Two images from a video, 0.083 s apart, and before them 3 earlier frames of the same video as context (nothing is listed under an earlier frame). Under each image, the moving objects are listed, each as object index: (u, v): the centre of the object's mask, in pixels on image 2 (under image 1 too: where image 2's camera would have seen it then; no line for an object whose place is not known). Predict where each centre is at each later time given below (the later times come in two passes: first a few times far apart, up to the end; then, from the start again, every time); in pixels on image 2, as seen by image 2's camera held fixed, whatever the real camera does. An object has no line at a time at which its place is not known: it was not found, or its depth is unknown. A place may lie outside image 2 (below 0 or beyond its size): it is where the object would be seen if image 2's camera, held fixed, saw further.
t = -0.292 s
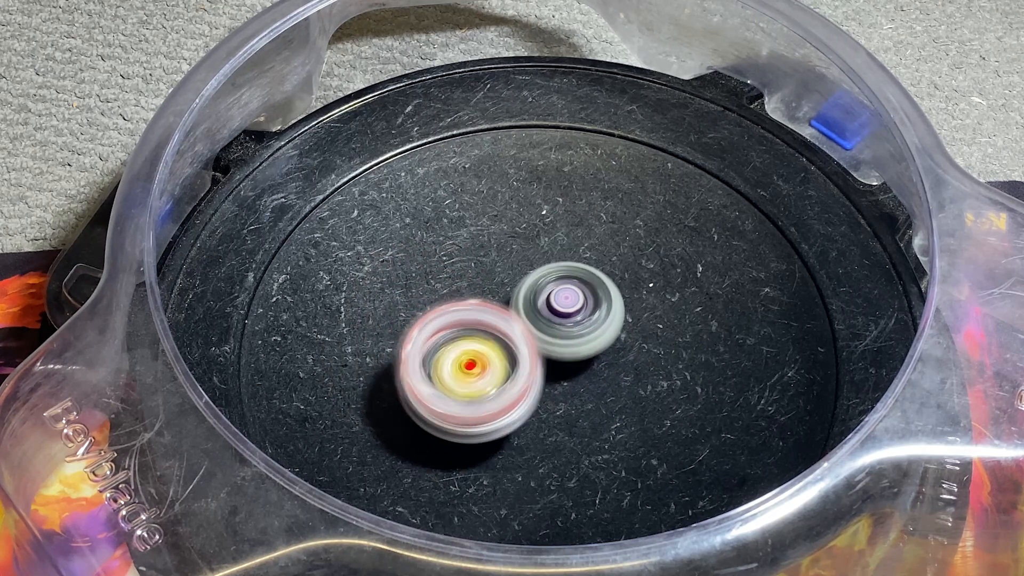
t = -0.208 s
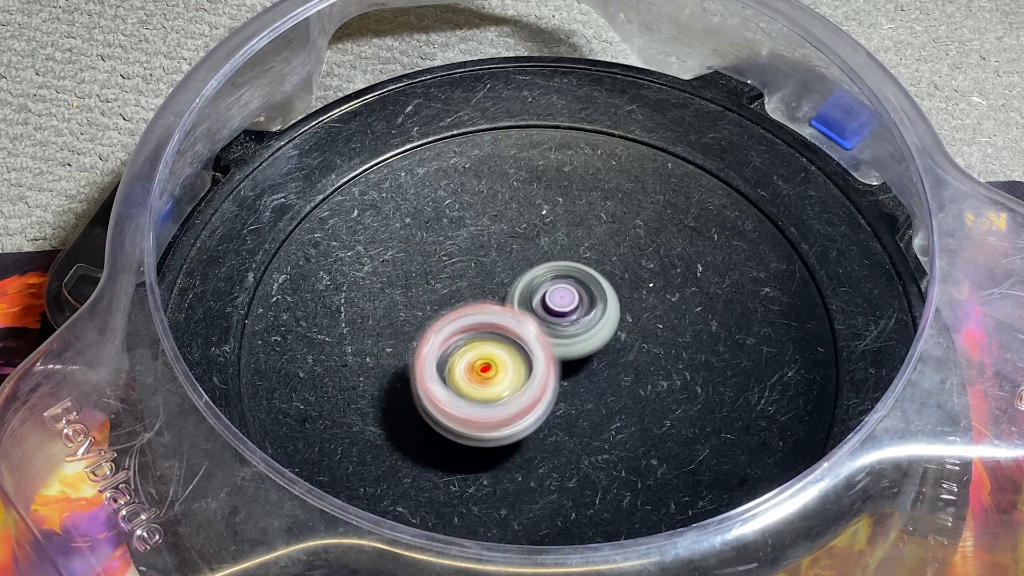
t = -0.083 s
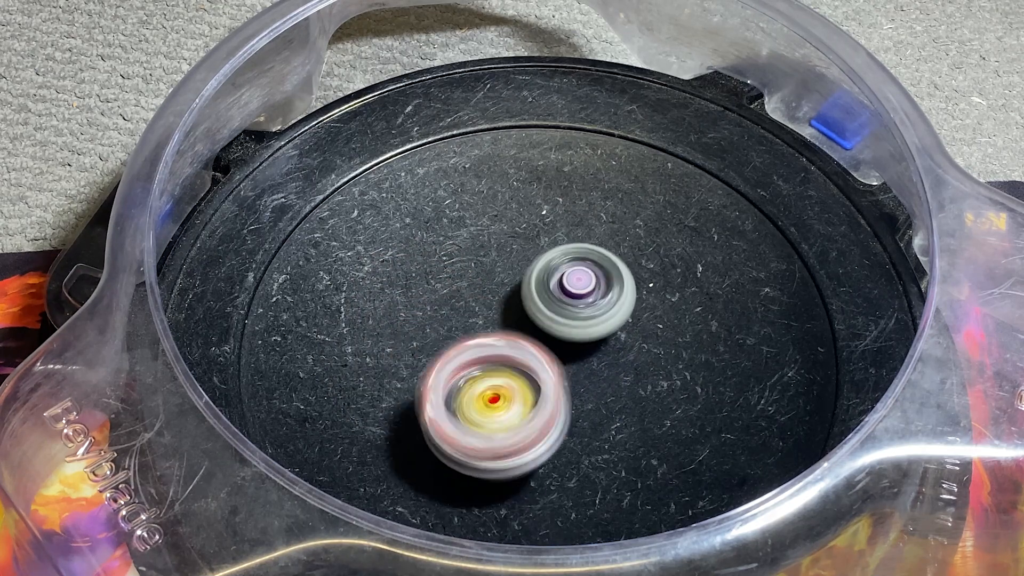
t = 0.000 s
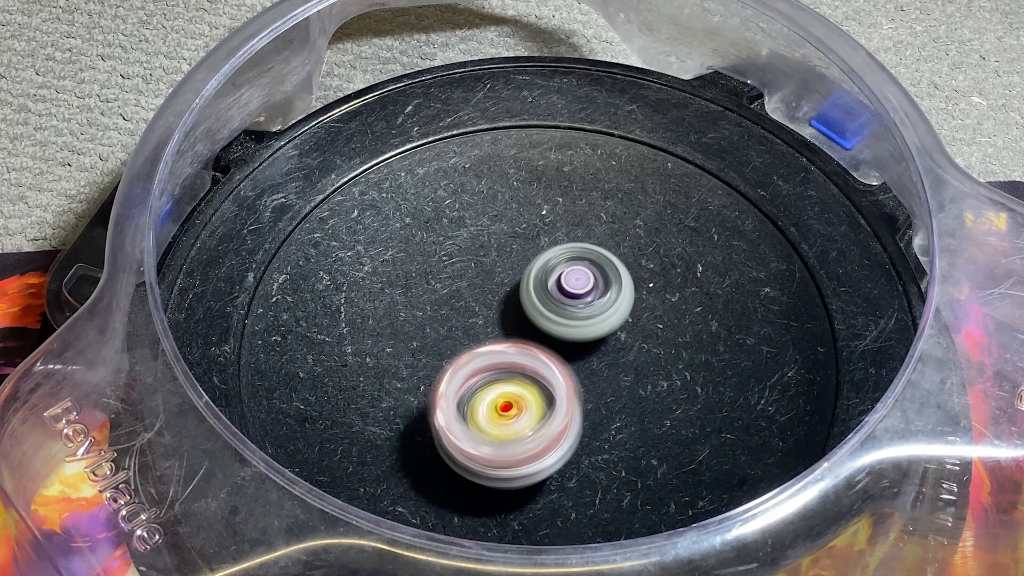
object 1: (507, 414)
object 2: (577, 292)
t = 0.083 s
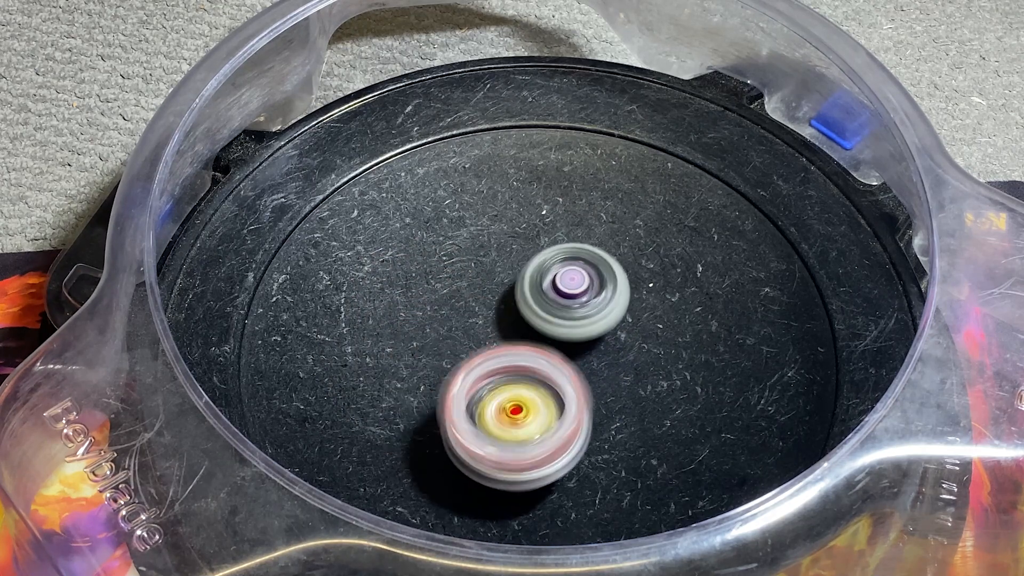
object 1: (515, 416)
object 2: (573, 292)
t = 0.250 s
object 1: (534, 417)
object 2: (563, 296)
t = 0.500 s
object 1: (561, 405)
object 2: (548, 304)
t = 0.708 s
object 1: (580, 397)
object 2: (532, 307)
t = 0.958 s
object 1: (599, 390)
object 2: (514, 319)
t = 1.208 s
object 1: (636, 398)
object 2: (509, 316)
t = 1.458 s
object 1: (638, 383)
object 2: (503, 332)
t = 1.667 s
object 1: (633, 361)
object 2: (494, 336)
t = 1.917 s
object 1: (626, 332)
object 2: (487, 336)
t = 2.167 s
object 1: (619, 281)
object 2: (475, 337)
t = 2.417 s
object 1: (606, 263)
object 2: (483, 338)
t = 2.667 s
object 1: (598, 254)
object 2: (500, 341)
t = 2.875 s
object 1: (601, 244)
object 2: (509, 352)
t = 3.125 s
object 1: (587, 246)
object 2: (535, 358)
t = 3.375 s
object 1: (577, 238)
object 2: (544, 381)
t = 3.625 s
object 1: (555, 246)
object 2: (565, 374)
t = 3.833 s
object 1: (515, 246)
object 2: (572, 398)
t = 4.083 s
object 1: (480, 257)
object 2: (581, 393)
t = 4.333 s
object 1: (466, 271)
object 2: (573, 378)
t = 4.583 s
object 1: (452, 283)
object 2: (561, 359)
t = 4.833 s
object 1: (423, 279)
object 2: (563, 347)
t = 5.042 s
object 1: (417, 284)
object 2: (552, 329)
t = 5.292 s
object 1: (423, 293)
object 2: (563, 316)
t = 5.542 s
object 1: (450, 321)
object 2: (570, 306)
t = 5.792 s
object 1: (469, 366)
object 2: (588, 297)
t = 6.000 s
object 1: (489, 379)
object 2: (580, 302)
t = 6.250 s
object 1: (492, 404)
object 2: (572, 306)
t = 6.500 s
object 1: (505, 413)
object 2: (552, 312)
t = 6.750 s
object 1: (512, 407)
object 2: (526, 308)
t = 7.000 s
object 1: (529, 403)
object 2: (503, 308)
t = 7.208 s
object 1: (557, 453)
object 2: (503, 276)
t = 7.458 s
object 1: (601, 456)
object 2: (496, 267)
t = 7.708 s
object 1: (606, 391)
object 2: (500, 281)
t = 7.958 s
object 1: (620, 345)
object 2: (468, 268)
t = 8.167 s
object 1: (621, 335)
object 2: (462, 295)
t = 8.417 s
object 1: (614, 330)
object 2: (444, 321)
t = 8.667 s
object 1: (634, 321)
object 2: (412, 338)
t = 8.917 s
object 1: (583, 318)
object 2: (428, 365)
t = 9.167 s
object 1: (557, 308)
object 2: (453, 385)
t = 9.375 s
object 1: (577, 296)
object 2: (486, 391)
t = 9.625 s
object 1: (597, 291)
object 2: (523, 397)
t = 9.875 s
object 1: (620, 279)
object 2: (531, 418)
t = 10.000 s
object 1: (610, 274)
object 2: (540, 419)
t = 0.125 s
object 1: (520, 417)
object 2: (570, 293)
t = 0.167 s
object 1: (524, 418)
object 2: (568, 294)
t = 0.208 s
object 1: (529, 417)
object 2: (566, 295)
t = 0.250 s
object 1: (534, 417)
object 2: (563, 296)
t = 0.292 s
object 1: (539, 416)
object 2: (561, 298)
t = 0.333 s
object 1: (544, 415)
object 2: (558, 299)
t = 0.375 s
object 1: (548, 413)
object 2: (556, 300)
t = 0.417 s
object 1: (553, 410)
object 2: (553, 301)
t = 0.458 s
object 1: (556, 408)
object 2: (550, 303)
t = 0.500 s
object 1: (561, 405)
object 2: (548, 304)
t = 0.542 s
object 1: (564, 401)
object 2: (544, 304)
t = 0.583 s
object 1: (568, 403)
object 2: (540, 303)
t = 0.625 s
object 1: (571, 402)
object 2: (538, 304)
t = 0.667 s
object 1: (576, 400)
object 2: (536, 305)
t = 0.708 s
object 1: (580, 397)
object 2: (532, 307)
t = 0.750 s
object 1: (584, 397)
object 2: (529, 309)
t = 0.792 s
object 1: (585, 396)
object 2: (525, 310)
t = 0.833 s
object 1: (589, 394)
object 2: (522, 311)
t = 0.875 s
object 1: (593, 393)
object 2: (520, 314)
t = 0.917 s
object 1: (596, 390)
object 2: (517, 317)
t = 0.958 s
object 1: (599, 390)
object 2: (514, 319)
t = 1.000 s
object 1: (602, 391)
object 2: (512, 319)
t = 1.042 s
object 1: (612, 398)
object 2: (510, 315)
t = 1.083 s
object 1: (626, 401)
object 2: (509, 310)
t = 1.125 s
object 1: (630, 402)
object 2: (510, 310)
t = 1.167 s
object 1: (633, 400)
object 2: (510, 313)
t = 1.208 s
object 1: (636, 398)
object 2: (509, 316)
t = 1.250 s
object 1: (638, 397)
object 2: (507, 319)
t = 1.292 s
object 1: (639, 395)
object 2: (505, 322)
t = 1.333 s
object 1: (640, 392)
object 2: (504, 324)
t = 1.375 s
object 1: (640, 390)
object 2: (503, 327)
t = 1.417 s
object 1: (639, 387)
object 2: (503, 329)
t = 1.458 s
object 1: (638, 383)
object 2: (503, 332)
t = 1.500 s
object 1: (637, 379)
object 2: (504, 334)
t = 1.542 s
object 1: (635, 375)
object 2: (504, 336)
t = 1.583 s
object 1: (631, 370)
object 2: (504, 338)
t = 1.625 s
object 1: (626, 363)
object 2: (503, 339)
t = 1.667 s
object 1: (633, 361)
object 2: (494, 336)
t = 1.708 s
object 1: (633, 360)
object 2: (490, 333)
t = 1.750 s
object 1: (632, 355)
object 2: (489, 332)
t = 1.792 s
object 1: (632, 351)
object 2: (488, 333)
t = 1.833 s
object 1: (631, 346)
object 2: (487, 334)
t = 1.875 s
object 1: (629, 340)
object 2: (487, 335)
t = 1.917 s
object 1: (626, 332)
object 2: (487, 336)
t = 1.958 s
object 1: (622, 324)
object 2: (487, 337)
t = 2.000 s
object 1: (616, 315)
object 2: (487, 337)
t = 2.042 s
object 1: (615, 308)
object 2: (483, 337)
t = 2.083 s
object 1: (619, 296)
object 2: (477, 337)
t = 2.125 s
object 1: (620, 288)
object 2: (475, 337)
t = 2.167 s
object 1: (619, 281)
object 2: (475, 337)
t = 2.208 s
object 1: (618, 276)
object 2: (476, 337)
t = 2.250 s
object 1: (616, 273)
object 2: (477, 338)
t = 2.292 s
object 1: (614, 270)
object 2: (477, 338)
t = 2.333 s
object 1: (612, 268)
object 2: (478, 338)
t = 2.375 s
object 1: (609, 265)
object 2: (480, 338)
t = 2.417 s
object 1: (606, 263)
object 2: (483, 338)
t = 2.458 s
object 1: (603, 261)
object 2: (487, 338)
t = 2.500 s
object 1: (600, 260)
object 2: (490, 338)
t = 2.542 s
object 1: (596, 258)
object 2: (493, 338)
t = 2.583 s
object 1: (593, 257)
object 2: (497, 338)
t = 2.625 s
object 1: (598, 255)
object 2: (497, 341)
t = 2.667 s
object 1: (598, 254)
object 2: (500, 341)
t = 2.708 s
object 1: (595, 252)
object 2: (504, 342)
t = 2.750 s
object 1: (594, 251)
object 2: (508, 341)
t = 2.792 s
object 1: (602, 245)
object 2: (505, 347)
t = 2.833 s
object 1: (603, 245)
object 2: (506, 350)
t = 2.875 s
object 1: (601, 244)
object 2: (509, 352)
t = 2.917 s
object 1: (599, 243)
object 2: (514, 353)
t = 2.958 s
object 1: (597, 243)
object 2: (518, 355)
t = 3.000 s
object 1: (595, 243)
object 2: (523, 356)
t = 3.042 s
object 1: (592, 243)
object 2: (527, 357)
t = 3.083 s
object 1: (590, 244)
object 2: (531, 358)
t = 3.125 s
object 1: (587, 246)
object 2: (535, 358)
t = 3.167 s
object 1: (586, 246)
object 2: (539, 360)
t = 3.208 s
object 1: (584, 247)
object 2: (542, 362)
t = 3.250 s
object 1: (585, 245)
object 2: (542, 365)
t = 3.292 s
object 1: (583, 238)
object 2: (541, 374)
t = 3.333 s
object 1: (582, 237)
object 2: (542, 381)
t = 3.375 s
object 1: (577, 238)
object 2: (544, 381)
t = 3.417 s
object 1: (575, 238)
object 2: (548, 381)
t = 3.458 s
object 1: (571, 239)
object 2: (552, 381)
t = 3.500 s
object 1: (567, 240)
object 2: (556, 379)
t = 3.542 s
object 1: (564, 241)
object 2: (560, 378)
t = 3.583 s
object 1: (560, 243)
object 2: (563, 376)
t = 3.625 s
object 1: (555, 246)
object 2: (565, 374)
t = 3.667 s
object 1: (549, 250)
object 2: (567, 373)
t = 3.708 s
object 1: (541, 254)
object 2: (569, 372)
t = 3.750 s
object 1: (532, 248)
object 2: (571, 386)
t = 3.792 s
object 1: (524, 246)
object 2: (571, 396)
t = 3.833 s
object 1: (515, 246)
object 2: (572, 398)
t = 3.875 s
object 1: (506, 247)
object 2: (574, 398)
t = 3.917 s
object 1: (497, 249)
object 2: (577, 398)
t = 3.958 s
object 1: (490, 251)
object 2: (578, 397)
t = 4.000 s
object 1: (486, 253)
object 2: (580, 396)
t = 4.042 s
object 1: (483, 255)
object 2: (580, 395)
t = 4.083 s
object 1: (480, 257)
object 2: (581, 393)
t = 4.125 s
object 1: (477, 259)
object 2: (581, 392)
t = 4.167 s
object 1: (475, 261)
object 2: (580, 390)
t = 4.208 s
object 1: (473, 263)
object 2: (580, 387)
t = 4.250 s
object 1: (470, 265)
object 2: (578, 384)
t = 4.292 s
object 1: (468, 268)
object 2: (576, 382)
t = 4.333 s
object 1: (466, 271)
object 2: (573, 378)
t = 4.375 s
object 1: (463, 274)
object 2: (571, 375)
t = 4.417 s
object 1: (461, 276)
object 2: (567, 371)
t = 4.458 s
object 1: (460, 280)
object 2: (563, 367)
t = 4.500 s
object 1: (459, 283)
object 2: (560, 363)
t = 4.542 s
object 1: (456, 283)
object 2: (559, 360)
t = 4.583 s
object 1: (452, 283)
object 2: (561, 359)
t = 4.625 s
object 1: (448, 286)
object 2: (560, 356)
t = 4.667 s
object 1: (447, 287)
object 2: (558, 353)
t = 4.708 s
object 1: (445, 288)
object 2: (557, 349)
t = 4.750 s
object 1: (440, 284)
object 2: (560, 347)
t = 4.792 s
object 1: (431, 281)
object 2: (564, 348)
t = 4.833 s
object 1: (423, 279)
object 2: (563, 347)
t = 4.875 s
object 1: (421, 278)
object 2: (560, 343)
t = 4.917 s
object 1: (419, 279)
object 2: (559, 340)
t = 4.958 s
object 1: (419, 280)
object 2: (556, 336)
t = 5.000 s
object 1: (417, 282)
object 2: (555, 333)
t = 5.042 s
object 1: (417, 284)
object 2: (552, 329)
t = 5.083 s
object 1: (418, 286)
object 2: (551, 326)
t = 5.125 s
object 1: (420, 289)
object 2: (548, 323)
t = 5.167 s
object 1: (422, 292)
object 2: (547, 320)
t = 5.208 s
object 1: (423, 290)
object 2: (550, 318)
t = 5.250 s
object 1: (420, 290)
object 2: (560, 317)
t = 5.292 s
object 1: (423, 293)
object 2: (563, 316)
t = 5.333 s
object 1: (423, 297)
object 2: (565, 314)
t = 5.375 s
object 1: (424, 299)
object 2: (566, 312)
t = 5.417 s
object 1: (428, 304)
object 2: (566, 310)
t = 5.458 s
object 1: (433, 307)
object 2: (566, 309)
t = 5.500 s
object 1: (440, 313)
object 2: (567, 307)
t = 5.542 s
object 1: (450, 321)
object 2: (570, 306)
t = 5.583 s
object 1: (452, 329)
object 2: (580, 302)
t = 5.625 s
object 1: (454, 340)
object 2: (588, 298)
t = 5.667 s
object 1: (457, 346)
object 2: (590, 297)
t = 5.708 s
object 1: (460, 353)
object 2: (590, 297)
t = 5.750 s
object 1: (464, 361)
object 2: (590, 297)
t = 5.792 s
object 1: (469, 366)
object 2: (588, 297)
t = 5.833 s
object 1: (476, 371)
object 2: (587, 298)
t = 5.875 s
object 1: (479, 374)
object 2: (585, 299)
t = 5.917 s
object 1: (483, 376)
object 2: (584, 300)
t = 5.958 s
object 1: (485, 377)
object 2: (581, 301)
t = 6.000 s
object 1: (489, 379)
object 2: (580, 302)
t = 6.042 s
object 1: (492, 382)
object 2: (578, 304)
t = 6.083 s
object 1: (496, 383)
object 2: (576, 306)
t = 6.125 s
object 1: (499, 384)
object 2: (576, 306)
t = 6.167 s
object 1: (500, 387)
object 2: (572, 308)
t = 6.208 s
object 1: (492, 396)
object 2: (572, 306)
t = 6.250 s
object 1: (492, 404)
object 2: (572, 306)
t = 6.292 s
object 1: (495, 410)
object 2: (570, 307)
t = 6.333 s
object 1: (495, 413)
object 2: (567, 308)
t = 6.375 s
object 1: (495, 413)
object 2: (563, 310)
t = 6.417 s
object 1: (500, 413)
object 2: (559, 311)
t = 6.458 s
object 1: (502, 414)
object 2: (555, 312)
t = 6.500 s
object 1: (505, 413)
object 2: (552, 312)
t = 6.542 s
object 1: (506, 412)
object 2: (548, 313)
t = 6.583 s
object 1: (510, 411)
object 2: (543, 313)
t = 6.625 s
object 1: (514, 410)
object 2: (538, 312)
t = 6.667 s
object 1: (513, 408)
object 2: (533, 311)
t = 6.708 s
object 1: (512, 409)
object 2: (528, 308)
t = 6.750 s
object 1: (512, 407)
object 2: (526, 308)
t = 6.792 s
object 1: (518, 407)
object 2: (523, 307)
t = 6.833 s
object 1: (516, 407)
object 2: (519, 306)
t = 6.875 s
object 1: (518, 404)
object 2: (516, 306)
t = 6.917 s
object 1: (522, 406)
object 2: (510, 307)
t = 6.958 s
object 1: (525, 404)
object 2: (506, 307)
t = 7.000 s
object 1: (529, 403)
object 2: (503, 308)
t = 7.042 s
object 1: (530, 404)
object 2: (499, 308)
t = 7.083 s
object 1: (534, 402)
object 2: (497, 310)
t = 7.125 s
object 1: (530, 417)
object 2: (499, 303)
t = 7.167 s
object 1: (543, 438)
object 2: (501, 286)
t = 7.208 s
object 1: (557, 453)
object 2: (503, 276)
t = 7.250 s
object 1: (574, 462)
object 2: (502, 270)
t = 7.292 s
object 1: (586, 464)
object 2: (501, 267)
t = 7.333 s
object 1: (590, 465)
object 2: (499, 266)
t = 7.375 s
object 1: (592, 462)
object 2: (498, 266)
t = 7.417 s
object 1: (598, 459)
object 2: (496, 266)
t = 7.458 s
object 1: (601, 456)
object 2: (496, 267)
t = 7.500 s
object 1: (606, 453)
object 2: (495, 268)
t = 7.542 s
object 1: (609, 450)
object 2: (495, 269)
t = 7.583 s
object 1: (608, 441)
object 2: (495, 271)
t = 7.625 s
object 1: (609, 428)
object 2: (496, 273)
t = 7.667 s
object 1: (609, 410)
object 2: (498, 277)
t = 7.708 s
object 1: (606, 391)
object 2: (500, 281)
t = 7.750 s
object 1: (602, 369)
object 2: (501, 285)
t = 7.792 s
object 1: (597, 347)
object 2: (501, 288)
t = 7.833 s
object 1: (597, 342)
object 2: (491, 281)
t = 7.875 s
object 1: (607, 345)
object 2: (478, 270)
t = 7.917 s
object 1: (617, 345)
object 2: (470, 266)
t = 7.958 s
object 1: (620, 345)
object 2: (468, 268)
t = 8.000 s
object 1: (621, 343)
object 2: (466, 273)
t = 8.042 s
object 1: (622, 341)
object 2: (464, 278)
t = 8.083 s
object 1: (622, 339)
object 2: (463, 283)
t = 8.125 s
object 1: (623, 337)
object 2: (463, 289)
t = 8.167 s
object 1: (621, 335)
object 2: (462, 295)
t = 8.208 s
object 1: (622, 333)
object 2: (462, 300)
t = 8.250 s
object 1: (622, 331)
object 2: (462, 306)
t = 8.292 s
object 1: (616, 330)
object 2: (464, 312)
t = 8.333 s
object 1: (610, 326)
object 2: (465, 319)
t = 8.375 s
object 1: (598, 323)
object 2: (466, 325)
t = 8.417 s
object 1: (614, 330)
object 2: (444, 321)
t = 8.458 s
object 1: (632, 331)
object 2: (422, 320)
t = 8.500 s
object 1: (633, 331)
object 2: (412, 319)
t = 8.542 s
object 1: (640, 330)
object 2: (410, 322)
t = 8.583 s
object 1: (637, 331)
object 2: (410, 327)
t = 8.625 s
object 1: (632, 327)
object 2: (411, 333)
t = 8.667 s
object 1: (634, 321)
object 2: (412, 338)
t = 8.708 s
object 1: (635, 320)
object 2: (413, 343)
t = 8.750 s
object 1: (634, 319)
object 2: (415, 348)
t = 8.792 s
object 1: (624, 319)
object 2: (417, 352)
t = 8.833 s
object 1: (616, 317)
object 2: (420, 356)
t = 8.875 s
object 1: (598, 317)
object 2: (424, 360)
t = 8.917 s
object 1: (583, 318)
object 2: (428, 365)
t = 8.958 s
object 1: (568, 314)
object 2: (433, 368)
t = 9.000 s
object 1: (553, 315)
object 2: (436, 372)
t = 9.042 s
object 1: (552, 315)
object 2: (437, 377)
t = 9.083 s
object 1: (552, 312)
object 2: (442, 380)
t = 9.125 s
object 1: (556, 309)
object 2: (447, 383)
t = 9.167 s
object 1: (557, 308)
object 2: (453, 385)
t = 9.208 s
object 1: (563, 298)
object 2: (460, 386)
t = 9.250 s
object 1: (566, 298)
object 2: (467, 387)
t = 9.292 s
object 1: (569, 292)
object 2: (474, 388)
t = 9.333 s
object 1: (573, 293)
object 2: (481, 389)
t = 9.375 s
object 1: (577, 296)
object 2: (486, 391)
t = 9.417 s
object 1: (585, 290)
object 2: (491, 395)
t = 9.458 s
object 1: (595, 290)
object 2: (497, 396)
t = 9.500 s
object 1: (598, 285)
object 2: (504, 396)
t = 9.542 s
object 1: (604, 286)
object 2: (510, 397)
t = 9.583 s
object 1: (602, 290)
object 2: (517, 397)
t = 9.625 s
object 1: (597, 291)
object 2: (523, 397)
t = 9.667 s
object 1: (599, 289)
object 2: (530, 397)
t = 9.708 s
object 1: (612, 287)
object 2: (526, 407)
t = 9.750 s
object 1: (619, 285)
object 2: (521, 415)
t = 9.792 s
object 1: (622, 282)
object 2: (523, 416)
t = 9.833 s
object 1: (622, 280)
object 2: (527, 417)
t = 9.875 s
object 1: (620, 279)
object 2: (531, 418)
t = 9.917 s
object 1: (616, 276)
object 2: (534, 419)
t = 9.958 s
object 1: (611, 273)
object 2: (537, 420)
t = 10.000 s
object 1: (610, 274)
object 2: (540, 419)
